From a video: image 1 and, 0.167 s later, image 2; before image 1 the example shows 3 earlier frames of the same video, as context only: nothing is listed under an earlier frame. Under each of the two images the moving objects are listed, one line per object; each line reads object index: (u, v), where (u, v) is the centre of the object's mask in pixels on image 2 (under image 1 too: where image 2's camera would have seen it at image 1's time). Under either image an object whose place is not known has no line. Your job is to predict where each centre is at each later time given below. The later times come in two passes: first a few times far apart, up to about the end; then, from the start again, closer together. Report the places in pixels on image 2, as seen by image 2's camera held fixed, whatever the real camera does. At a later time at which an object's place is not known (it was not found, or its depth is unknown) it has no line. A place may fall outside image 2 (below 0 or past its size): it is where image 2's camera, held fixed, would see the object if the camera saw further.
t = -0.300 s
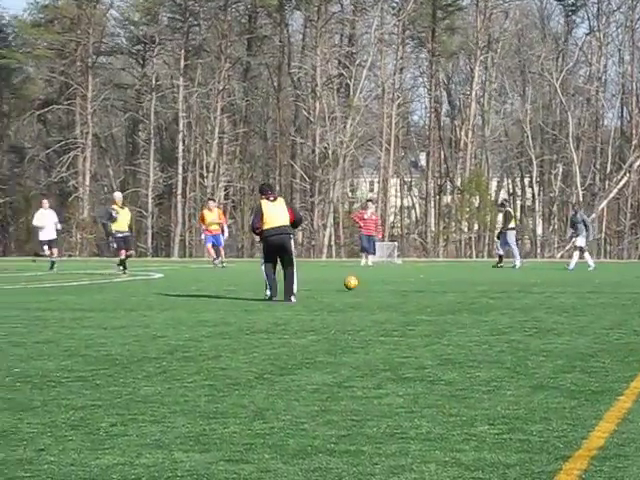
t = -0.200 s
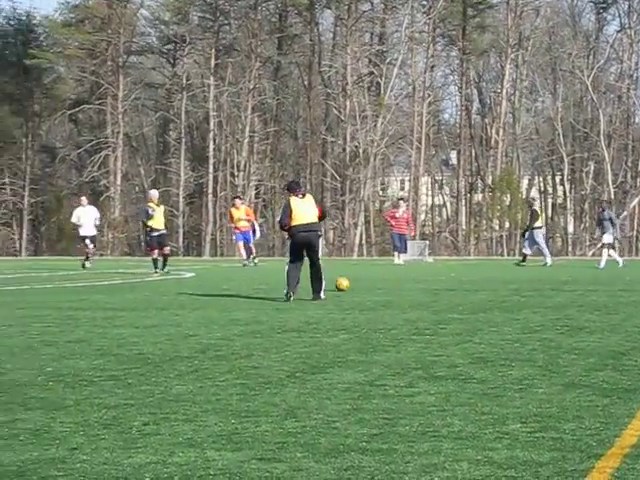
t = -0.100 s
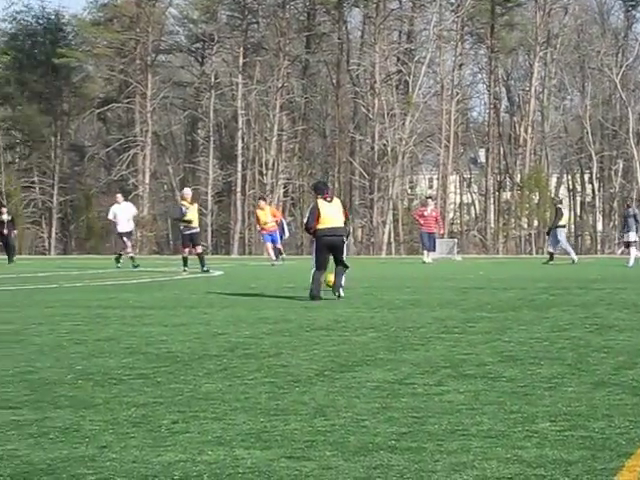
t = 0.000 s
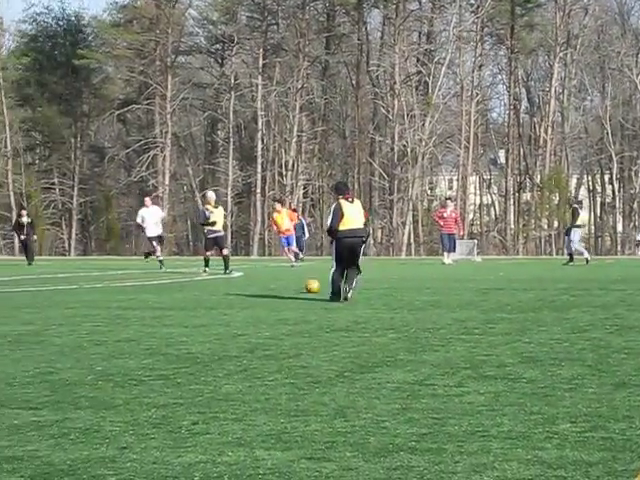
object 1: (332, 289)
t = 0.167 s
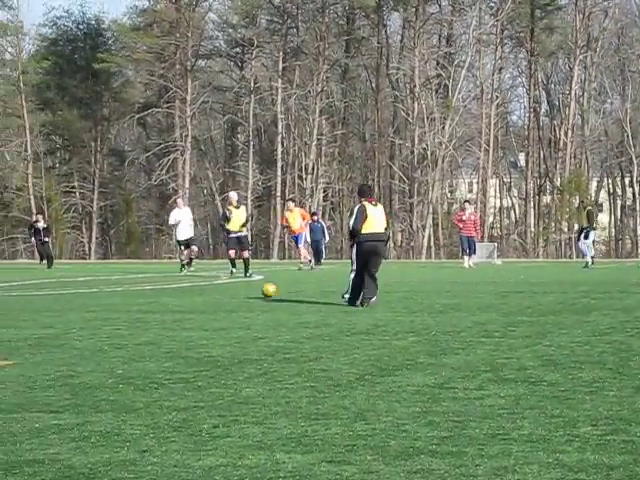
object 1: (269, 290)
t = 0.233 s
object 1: (244, 291)
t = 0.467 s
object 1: (157, 294)
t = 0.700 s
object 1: (70, 298)
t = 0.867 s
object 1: (6, 301)
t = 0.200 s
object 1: (256, 292)
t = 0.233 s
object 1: (244, 291)
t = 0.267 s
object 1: (231, 290)
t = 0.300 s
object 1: (218, 290)
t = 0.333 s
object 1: (206, 291)
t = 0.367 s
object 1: (193, 293)
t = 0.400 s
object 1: (180, 294)
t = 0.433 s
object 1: (169, 294)
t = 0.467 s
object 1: (157, 294)
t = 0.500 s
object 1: (144, 295)
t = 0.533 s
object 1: (132, 296)
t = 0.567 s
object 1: (120, 296)
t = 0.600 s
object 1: (107, 296)
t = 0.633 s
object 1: (95, 297)
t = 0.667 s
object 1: (82, 298)
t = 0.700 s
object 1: (70, 298)
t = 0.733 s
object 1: (57, 298)
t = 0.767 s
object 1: (44, 300)
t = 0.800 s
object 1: (31, 300)
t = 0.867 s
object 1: (6, 301)
